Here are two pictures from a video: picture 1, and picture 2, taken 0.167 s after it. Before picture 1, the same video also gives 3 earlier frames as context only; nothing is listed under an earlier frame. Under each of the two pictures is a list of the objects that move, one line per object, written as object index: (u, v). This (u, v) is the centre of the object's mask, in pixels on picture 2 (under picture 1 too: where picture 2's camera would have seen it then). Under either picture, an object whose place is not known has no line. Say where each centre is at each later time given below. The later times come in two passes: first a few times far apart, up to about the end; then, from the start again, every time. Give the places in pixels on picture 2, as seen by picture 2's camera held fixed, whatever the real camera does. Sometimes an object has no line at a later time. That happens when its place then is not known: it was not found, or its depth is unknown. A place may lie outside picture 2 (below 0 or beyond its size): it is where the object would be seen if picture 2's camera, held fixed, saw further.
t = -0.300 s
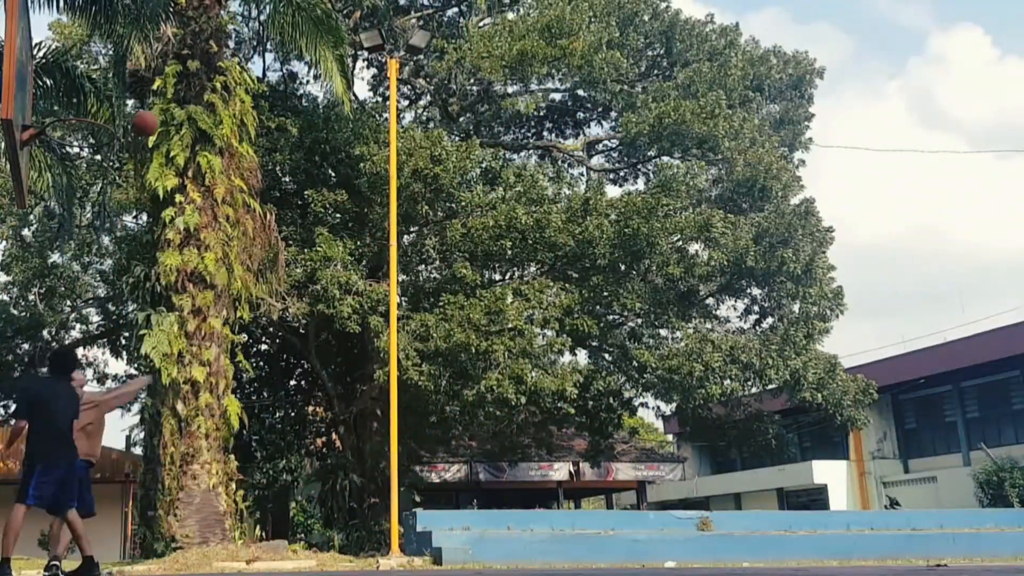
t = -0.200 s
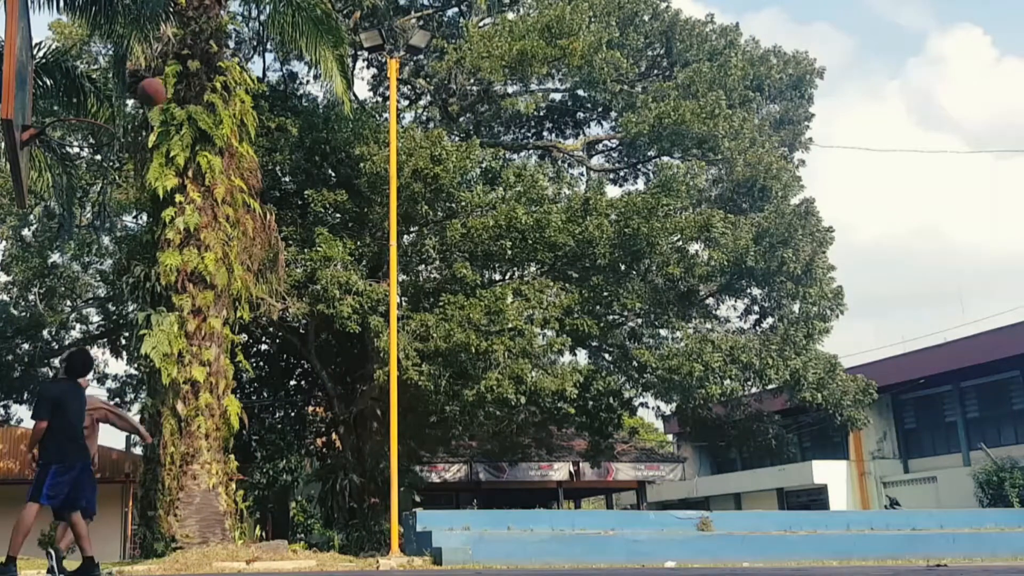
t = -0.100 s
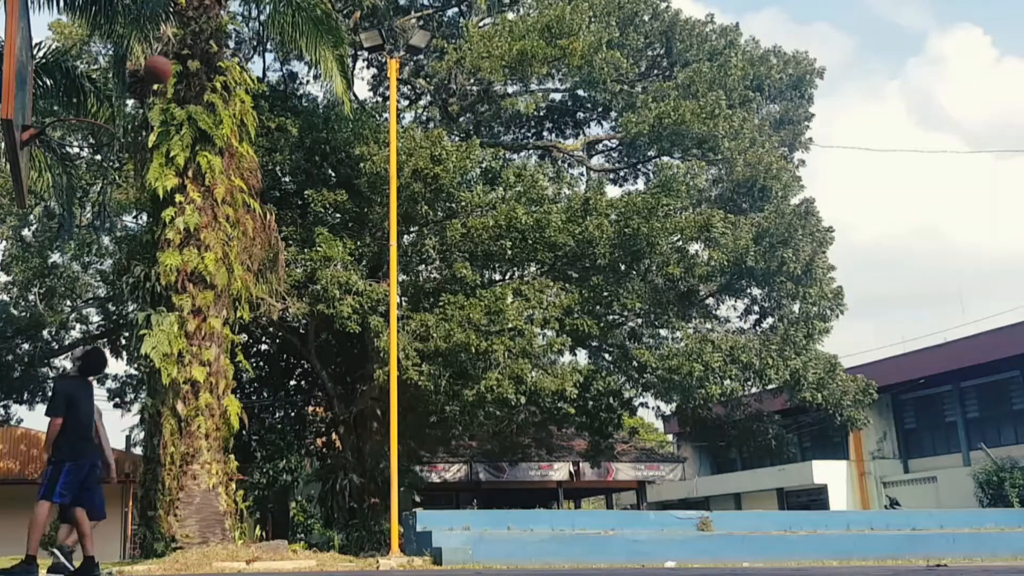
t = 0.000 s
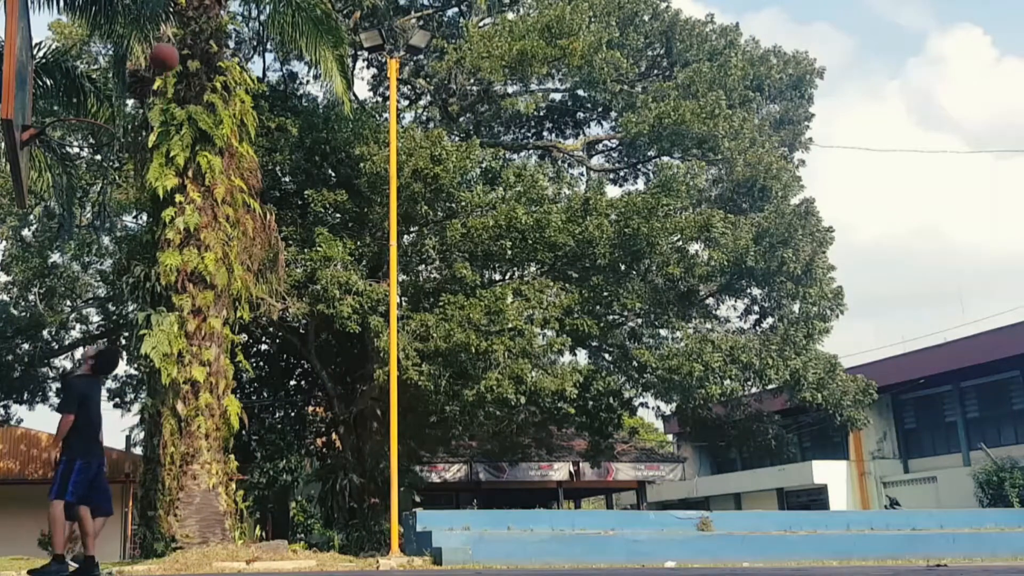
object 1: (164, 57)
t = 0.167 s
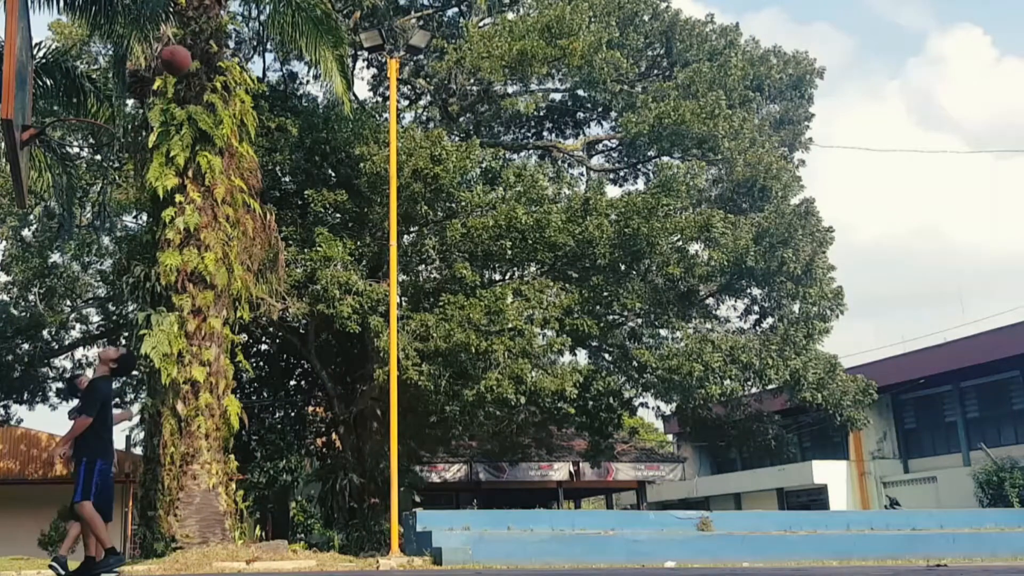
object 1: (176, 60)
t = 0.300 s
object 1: (186, 88)
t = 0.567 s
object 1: (205, 216)
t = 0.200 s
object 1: (178, 64)
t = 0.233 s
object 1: (181, 71)
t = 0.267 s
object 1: (184, 78)
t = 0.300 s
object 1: (186, 88)
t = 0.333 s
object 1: (188, 97)
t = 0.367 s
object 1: (190, 108)
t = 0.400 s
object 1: (193, 122)
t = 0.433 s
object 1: (195, 137)
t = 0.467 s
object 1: (198, 154)
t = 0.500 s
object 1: (200, 173)
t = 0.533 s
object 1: (203, 194)
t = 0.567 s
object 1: (205, 216)
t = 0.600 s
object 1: (206, 241)
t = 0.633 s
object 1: (210, 269)
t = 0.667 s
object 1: (213, 299)
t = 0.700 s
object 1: (214, 331)
